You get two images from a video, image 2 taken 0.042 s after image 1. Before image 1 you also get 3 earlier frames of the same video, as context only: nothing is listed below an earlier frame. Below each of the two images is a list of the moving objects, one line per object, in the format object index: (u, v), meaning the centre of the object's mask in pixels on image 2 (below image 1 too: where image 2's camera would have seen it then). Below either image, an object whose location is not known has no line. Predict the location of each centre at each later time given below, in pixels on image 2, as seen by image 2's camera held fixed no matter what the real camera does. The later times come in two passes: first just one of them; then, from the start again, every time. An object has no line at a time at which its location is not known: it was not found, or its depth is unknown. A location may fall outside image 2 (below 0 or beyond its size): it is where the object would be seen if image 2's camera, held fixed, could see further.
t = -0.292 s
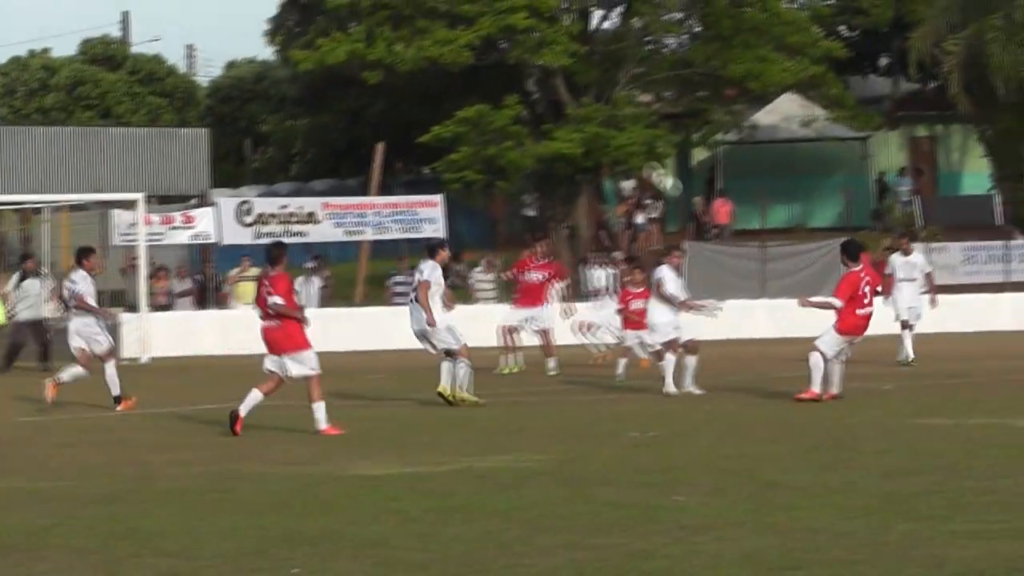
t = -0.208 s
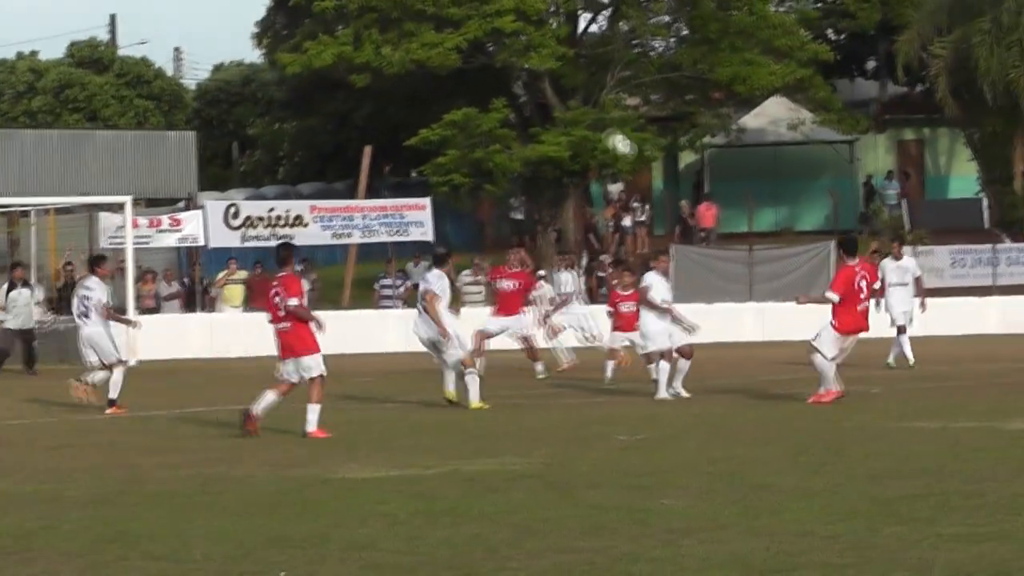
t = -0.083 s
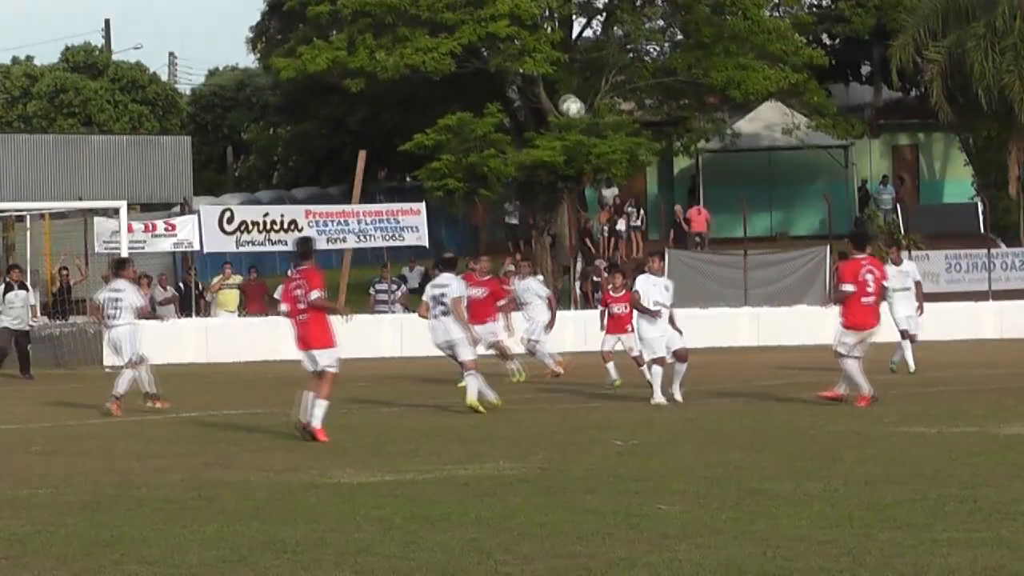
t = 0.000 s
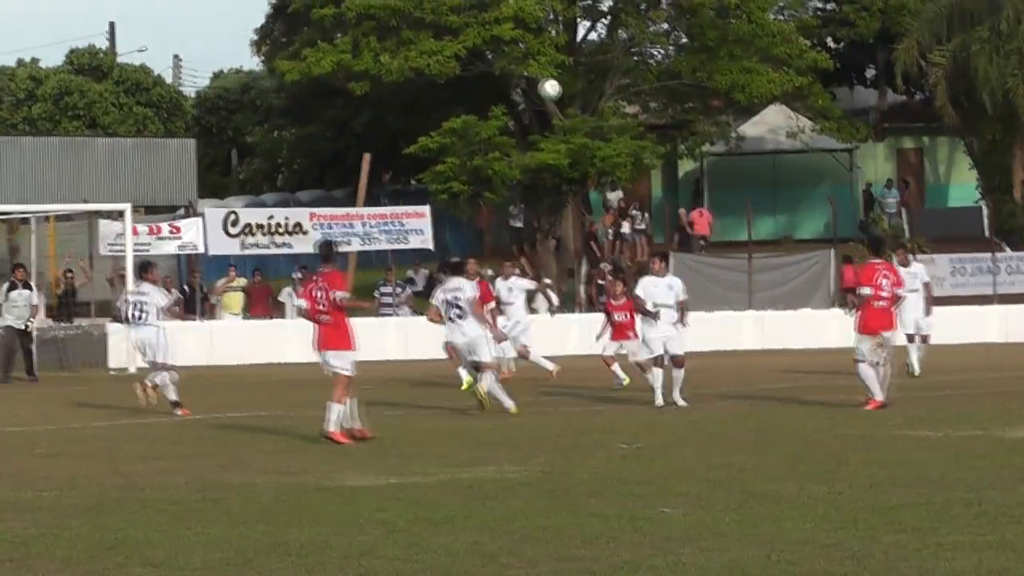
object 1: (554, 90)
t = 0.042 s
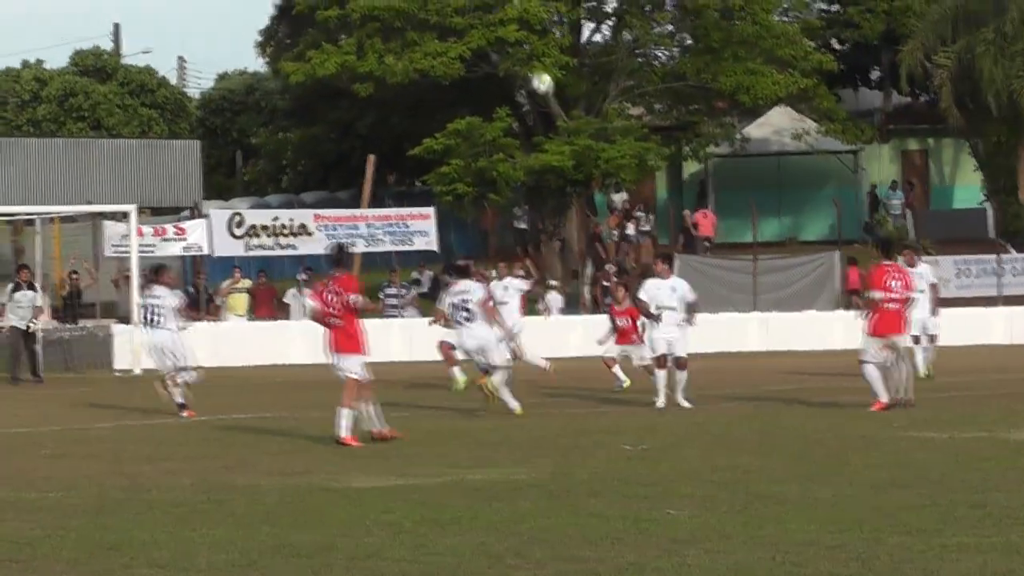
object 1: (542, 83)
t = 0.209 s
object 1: (512, 67)
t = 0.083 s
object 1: (533, 77)
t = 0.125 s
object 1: (525, 73)
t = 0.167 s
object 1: (519, 68)
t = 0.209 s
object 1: (512, 67)
